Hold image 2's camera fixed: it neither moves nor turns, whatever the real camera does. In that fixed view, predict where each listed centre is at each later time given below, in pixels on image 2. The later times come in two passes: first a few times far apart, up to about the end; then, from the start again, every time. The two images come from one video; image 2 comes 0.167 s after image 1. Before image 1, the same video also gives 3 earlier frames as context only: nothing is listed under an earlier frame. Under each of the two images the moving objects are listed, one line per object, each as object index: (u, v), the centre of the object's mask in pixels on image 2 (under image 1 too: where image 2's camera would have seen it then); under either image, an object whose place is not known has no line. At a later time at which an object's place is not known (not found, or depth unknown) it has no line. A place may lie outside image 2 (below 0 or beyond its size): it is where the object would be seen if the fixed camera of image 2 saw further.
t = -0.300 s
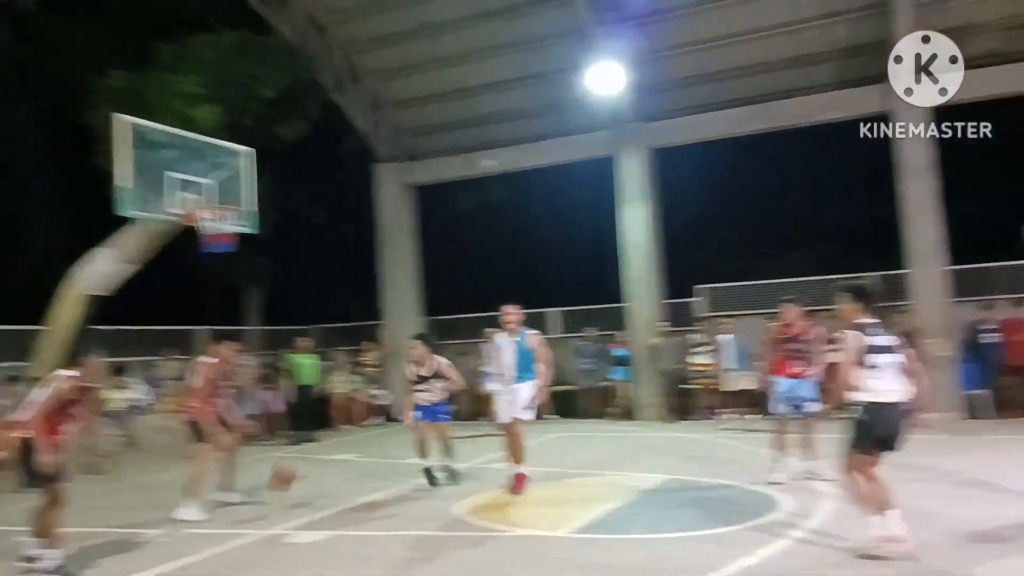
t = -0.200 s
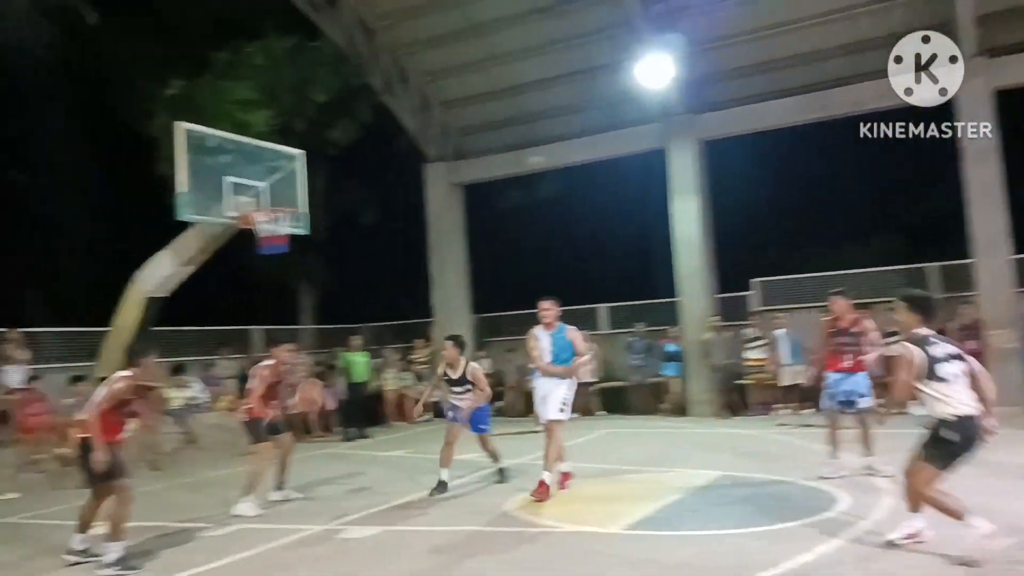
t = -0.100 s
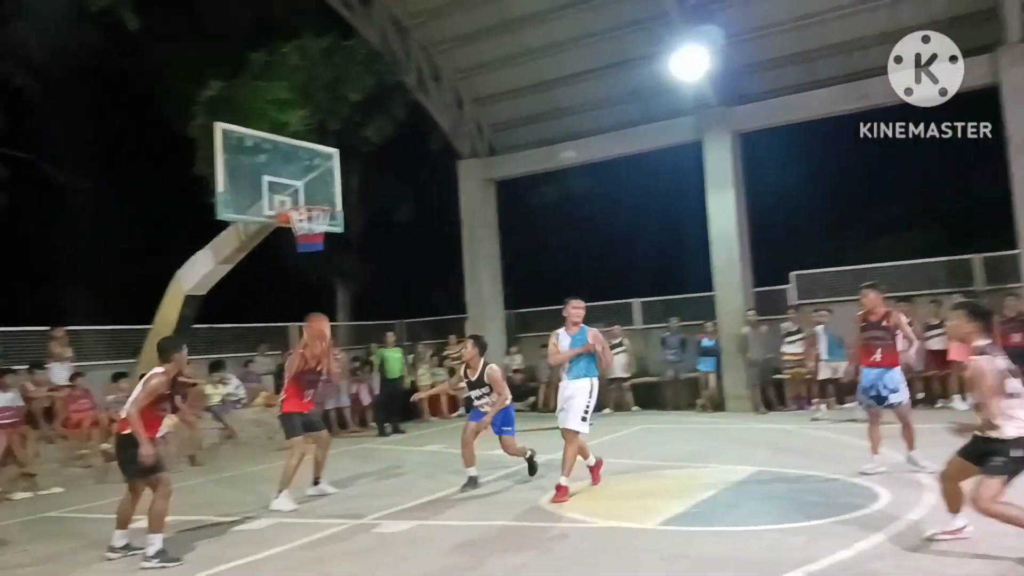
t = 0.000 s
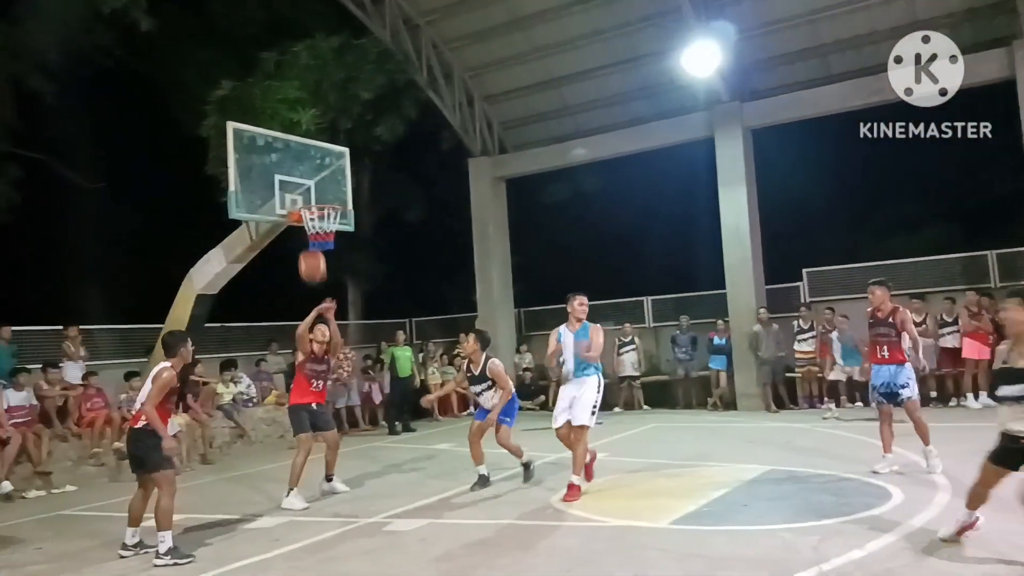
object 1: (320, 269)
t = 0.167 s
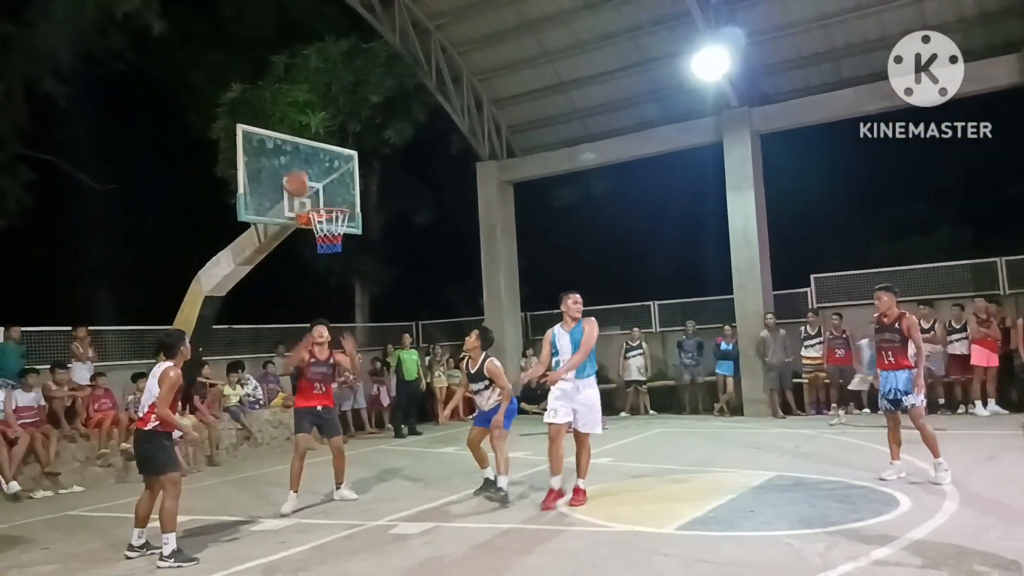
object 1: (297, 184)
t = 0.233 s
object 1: (287, 158)
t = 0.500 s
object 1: (257, 106)
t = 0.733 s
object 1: (230, 118)
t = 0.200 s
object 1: (292, 169)
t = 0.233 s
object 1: (287, 158)
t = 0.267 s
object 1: (283, 148)
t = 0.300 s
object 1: (280, 138)
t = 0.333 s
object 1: (275, 129)
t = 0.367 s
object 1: (271, 123)
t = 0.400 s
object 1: (267, 117)
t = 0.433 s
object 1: (264, 113)
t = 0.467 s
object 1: (260, 109)
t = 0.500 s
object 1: (257, 106)
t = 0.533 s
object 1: (253, 104)
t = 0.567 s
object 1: (249, 104)
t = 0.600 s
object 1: (245, 104)
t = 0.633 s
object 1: (242, 105)
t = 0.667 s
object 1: (238, 109)
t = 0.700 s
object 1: (234, 112)
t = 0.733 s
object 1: (230, 118)
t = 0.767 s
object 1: (227, 124)
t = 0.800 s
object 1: (223, 131)
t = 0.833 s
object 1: (220, 139)
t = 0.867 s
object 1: (216, 148)
